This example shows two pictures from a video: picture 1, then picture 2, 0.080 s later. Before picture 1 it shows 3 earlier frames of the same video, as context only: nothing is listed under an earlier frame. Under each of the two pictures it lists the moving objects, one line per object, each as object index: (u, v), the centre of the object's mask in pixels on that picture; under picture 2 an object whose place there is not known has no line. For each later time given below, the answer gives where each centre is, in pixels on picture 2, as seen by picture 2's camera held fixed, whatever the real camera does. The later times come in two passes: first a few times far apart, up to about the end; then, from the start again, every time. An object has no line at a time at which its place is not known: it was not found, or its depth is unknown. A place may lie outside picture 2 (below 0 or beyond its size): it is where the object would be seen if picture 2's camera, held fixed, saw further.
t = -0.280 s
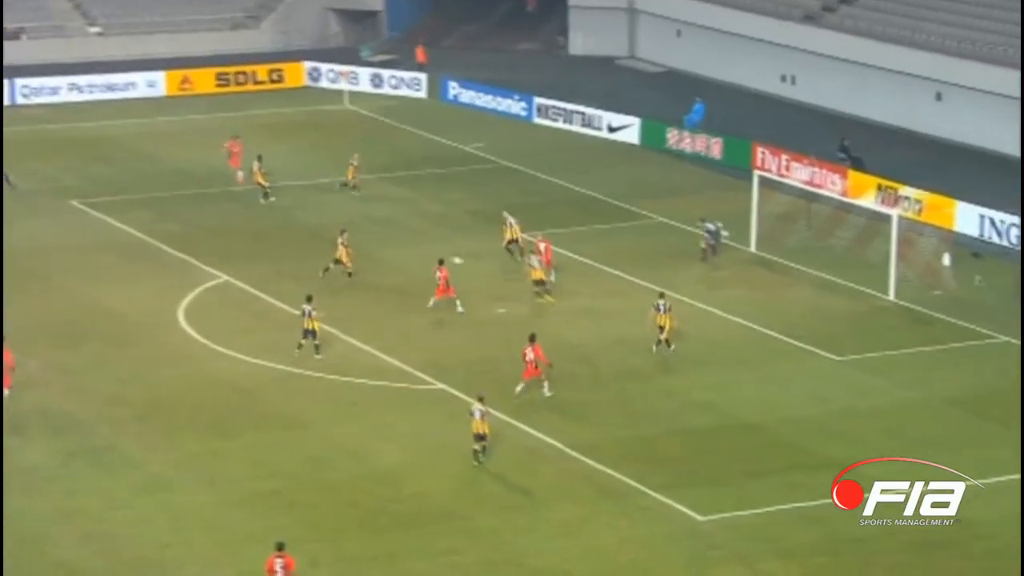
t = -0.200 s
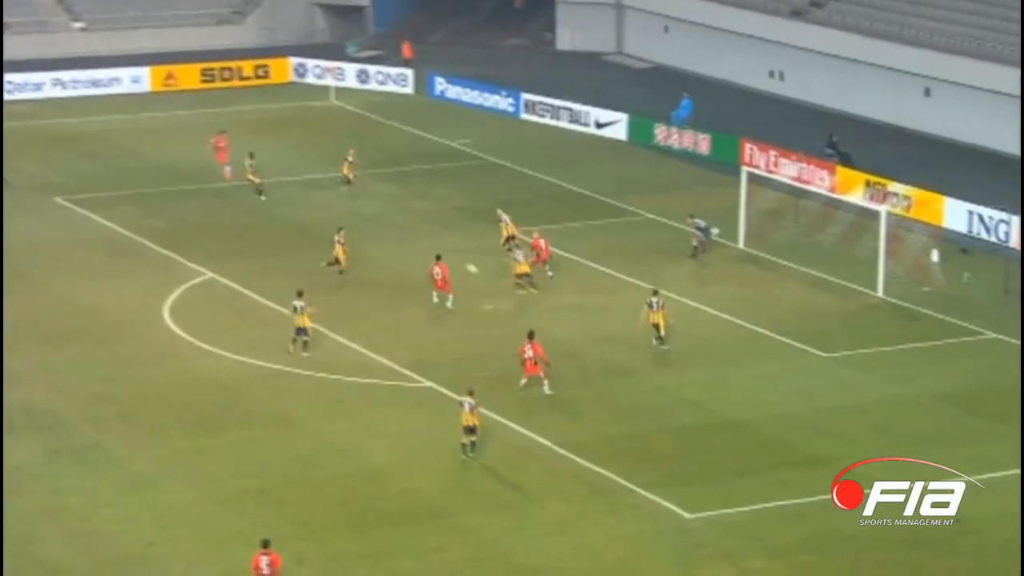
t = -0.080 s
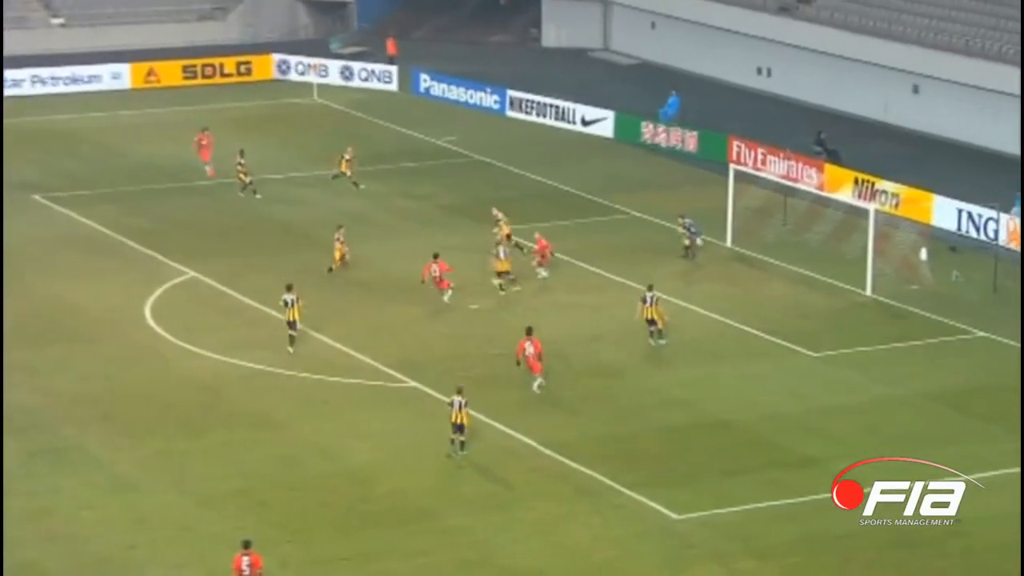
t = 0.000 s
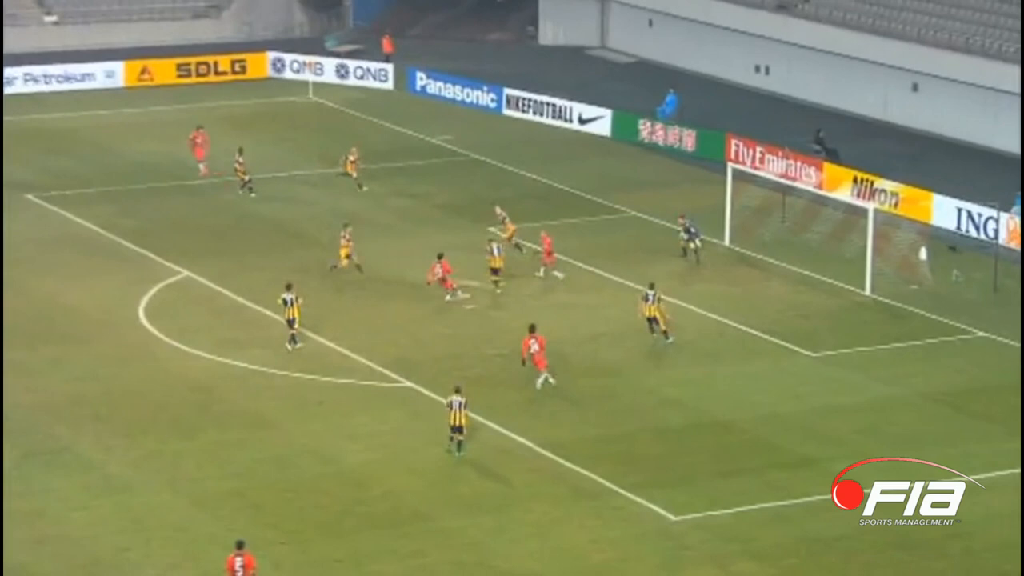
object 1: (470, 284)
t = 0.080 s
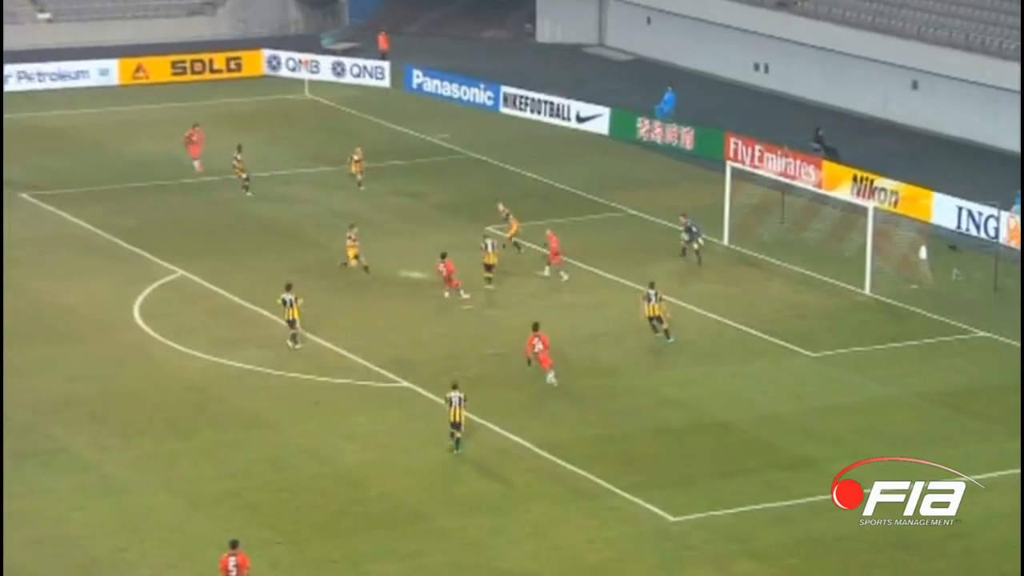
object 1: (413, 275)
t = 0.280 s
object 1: (280, 267)
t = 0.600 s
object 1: (105, 255)
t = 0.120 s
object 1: (385, 272)
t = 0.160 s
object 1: (354, 269)
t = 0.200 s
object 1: (332, 268)
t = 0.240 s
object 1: (306, 267)
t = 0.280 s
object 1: (280, 267)
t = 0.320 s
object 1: (256, 268)
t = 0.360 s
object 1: (233, 265)
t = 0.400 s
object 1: (209, 263)
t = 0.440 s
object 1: (188, 263)
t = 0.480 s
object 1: (166, 262)
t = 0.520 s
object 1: (144, 262)
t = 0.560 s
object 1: (124, 259)
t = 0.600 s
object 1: (105, 255)
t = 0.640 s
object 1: (85, 253)
